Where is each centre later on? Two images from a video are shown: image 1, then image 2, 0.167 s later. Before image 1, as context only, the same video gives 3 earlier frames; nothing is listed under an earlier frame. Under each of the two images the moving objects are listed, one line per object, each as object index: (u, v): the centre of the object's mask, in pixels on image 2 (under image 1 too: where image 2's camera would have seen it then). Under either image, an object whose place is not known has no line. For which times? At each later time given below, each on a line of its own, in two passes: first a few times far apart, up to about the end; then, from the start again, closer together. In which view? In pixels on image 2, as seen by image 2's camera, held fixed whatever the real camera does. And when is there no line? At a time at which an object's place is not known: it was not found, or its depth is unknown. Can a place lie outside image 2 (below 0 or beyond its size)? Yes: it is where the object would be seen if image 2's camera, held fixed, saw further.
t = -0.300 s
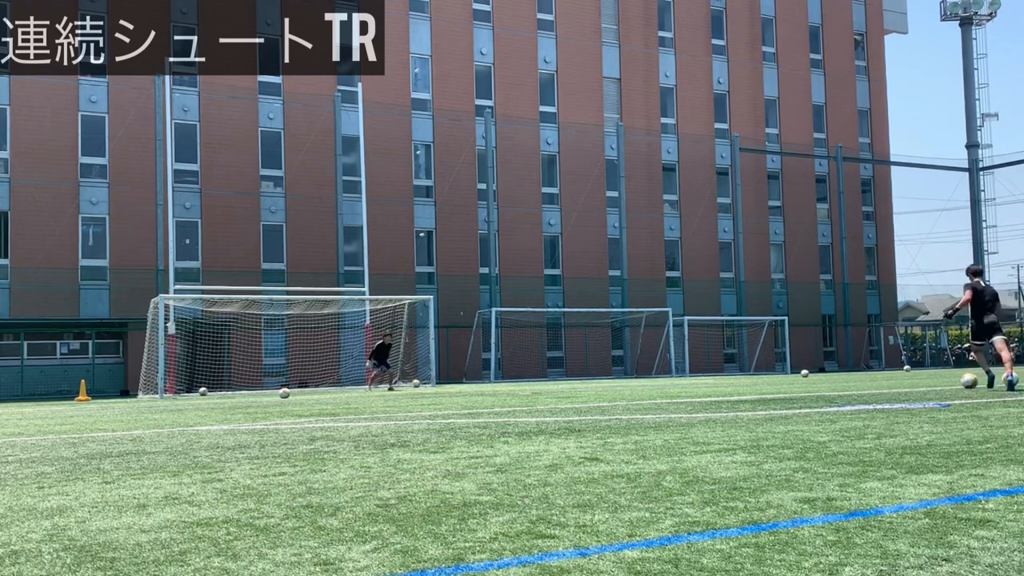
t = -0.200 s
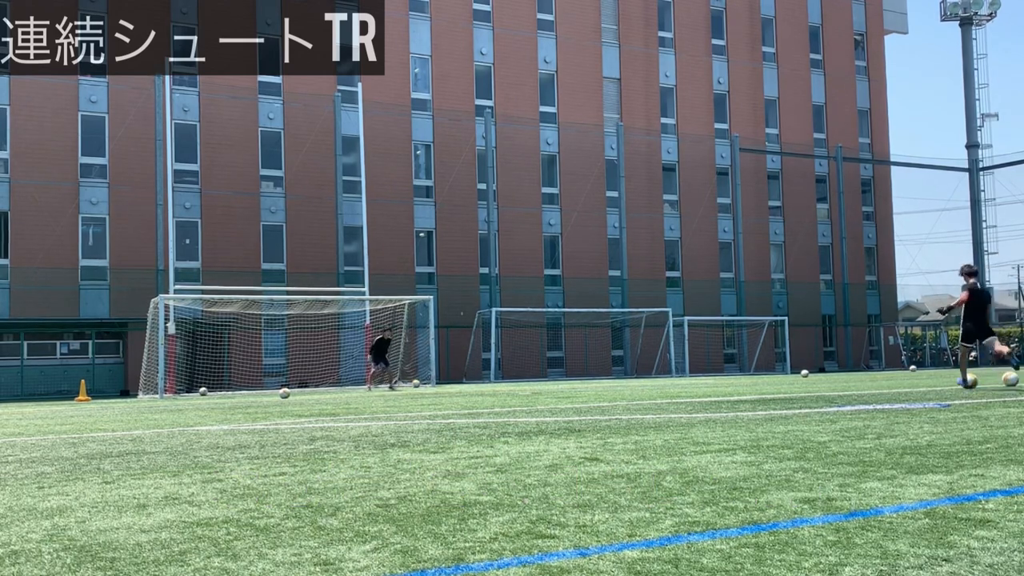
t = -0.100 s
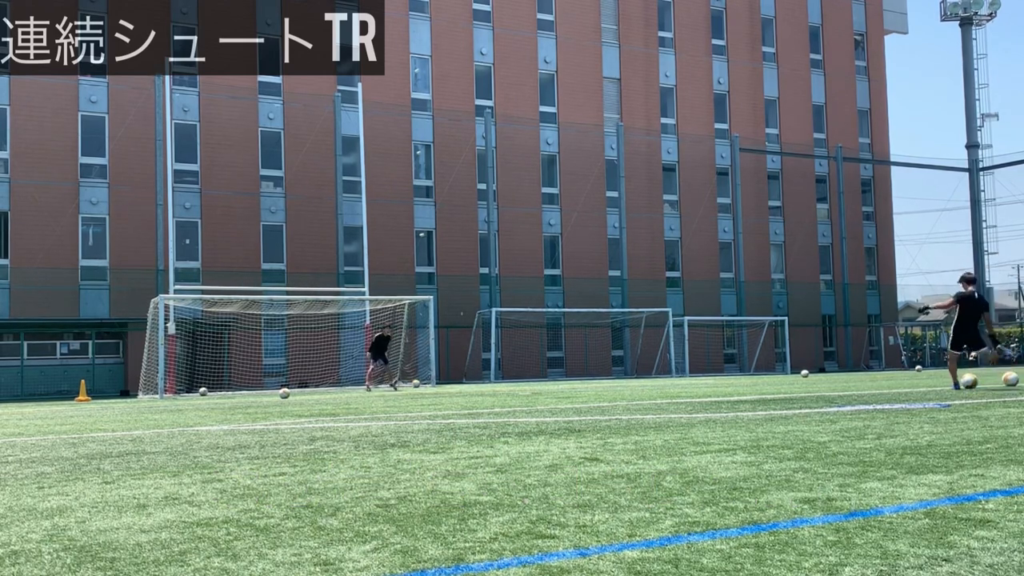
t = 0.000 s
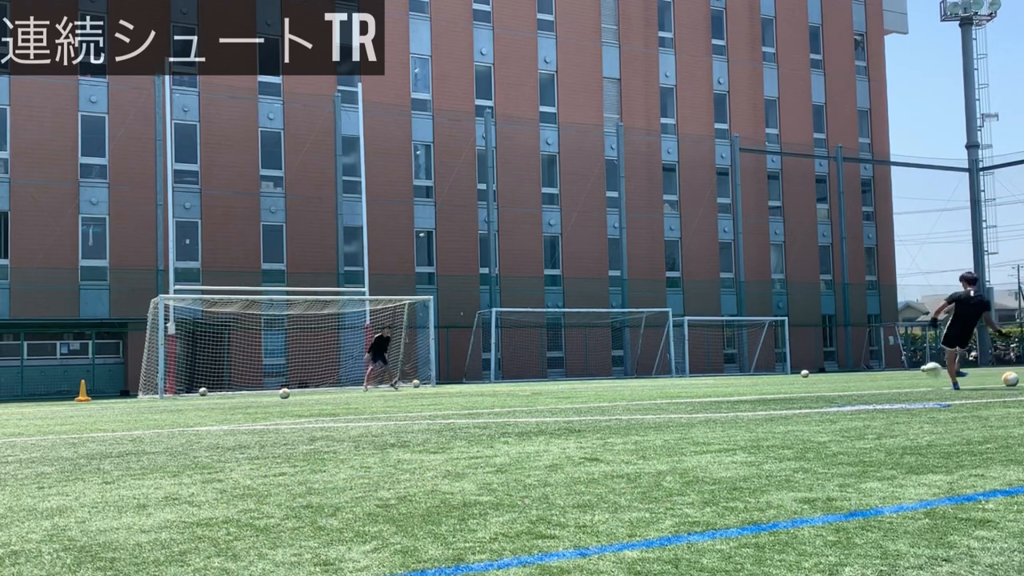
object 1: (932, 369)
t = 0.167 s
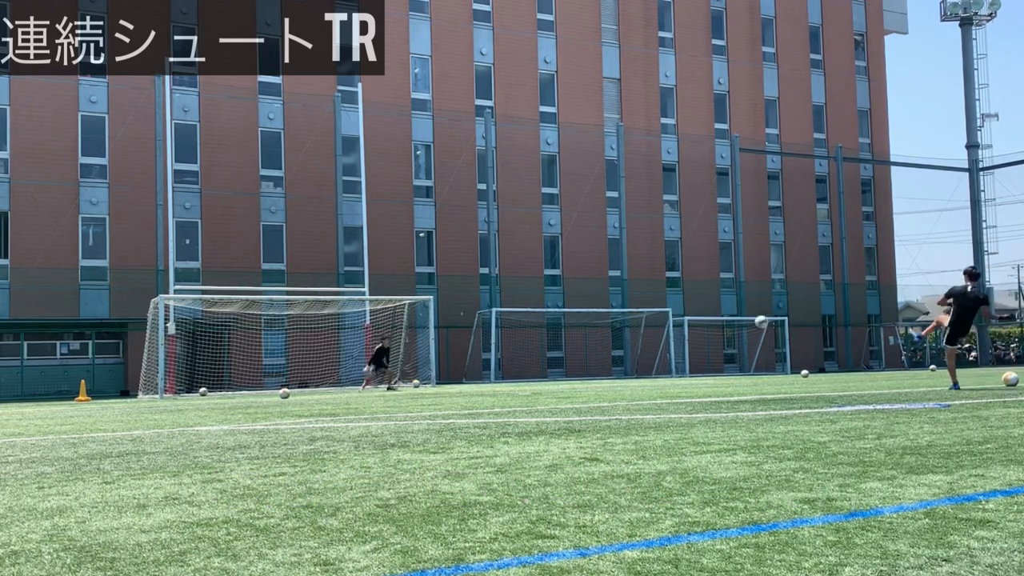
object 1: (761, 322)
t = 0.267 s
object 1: (684, 307)
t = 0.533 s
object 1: (532, 300)
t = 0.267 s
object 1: (684, 307)
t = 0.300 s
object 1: (661, 303)
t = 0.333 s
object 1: (640, 302)
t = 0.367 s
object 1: (619, 300)
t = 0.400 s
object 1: (600, 300)
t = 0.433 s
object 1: (582, 299)
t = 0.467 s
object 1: (565, 300)
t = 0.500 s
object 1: (548, 299)
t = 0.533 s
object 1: (532, 300)
